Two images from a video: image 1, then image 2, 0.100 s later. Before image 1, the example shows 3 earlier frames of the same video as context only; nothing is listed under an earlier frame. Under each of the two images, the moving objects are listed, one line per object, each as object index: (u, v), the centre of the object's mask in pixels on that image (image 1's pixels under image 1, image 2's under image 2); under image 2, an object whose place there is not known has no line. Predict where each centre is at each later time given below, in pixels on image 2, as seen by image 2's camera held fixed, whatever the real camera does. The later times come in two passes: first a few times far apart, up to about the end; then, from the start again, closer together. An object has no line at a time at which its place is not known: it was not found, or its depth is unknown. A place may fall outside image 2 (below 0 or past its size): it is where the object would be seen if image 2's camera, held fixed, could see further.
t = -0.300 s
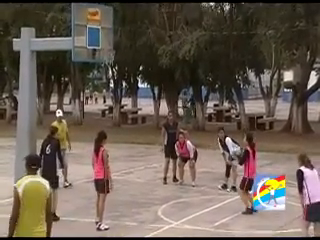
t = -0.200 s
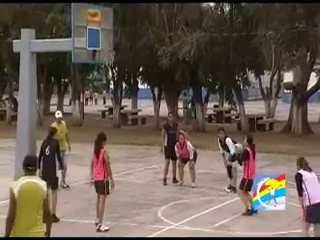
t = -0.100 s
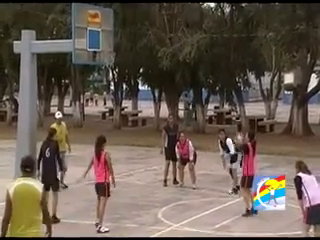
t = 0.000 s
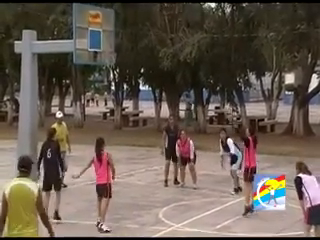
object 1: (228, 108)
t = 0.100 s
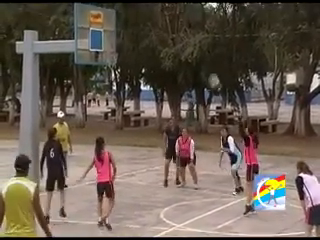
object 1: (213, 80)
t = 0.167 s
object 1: (205, 65)
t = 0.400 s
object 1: (172, 29)
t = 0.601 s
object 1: (145, 22)
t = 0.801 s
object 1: (121, 31)
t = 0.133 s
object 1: (208, 73)
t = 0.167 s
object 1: (205, 65)
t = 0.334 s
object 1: (180, 34)
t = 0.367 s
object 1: (176, 31)
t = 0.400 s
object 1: (172, 29)
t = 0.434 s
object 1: (167, 26)
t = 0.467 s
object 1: (163, 24)
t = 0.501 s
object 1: (158, 22)
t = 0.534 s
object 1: (154, 22)
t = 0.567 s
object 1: (149, 22)
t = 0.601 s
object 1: (145, 22)
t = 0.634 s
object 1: (141, 22)
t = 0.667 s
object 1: (137, 24)
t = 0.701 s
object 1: (132, 25)
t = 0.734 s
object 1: (129, 28)
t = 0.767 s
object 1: (125, 30)
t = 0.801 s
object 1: (121, 31)
